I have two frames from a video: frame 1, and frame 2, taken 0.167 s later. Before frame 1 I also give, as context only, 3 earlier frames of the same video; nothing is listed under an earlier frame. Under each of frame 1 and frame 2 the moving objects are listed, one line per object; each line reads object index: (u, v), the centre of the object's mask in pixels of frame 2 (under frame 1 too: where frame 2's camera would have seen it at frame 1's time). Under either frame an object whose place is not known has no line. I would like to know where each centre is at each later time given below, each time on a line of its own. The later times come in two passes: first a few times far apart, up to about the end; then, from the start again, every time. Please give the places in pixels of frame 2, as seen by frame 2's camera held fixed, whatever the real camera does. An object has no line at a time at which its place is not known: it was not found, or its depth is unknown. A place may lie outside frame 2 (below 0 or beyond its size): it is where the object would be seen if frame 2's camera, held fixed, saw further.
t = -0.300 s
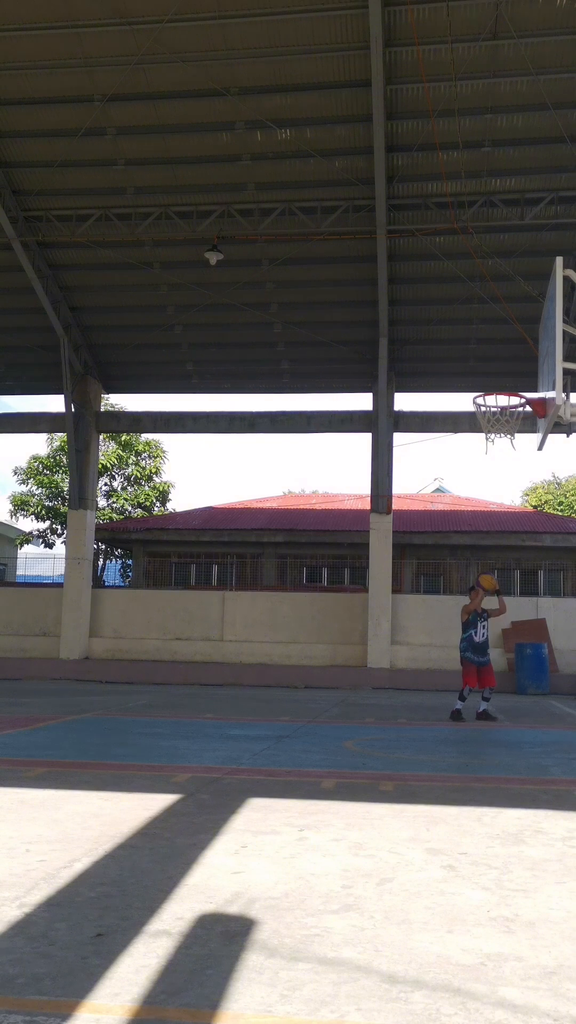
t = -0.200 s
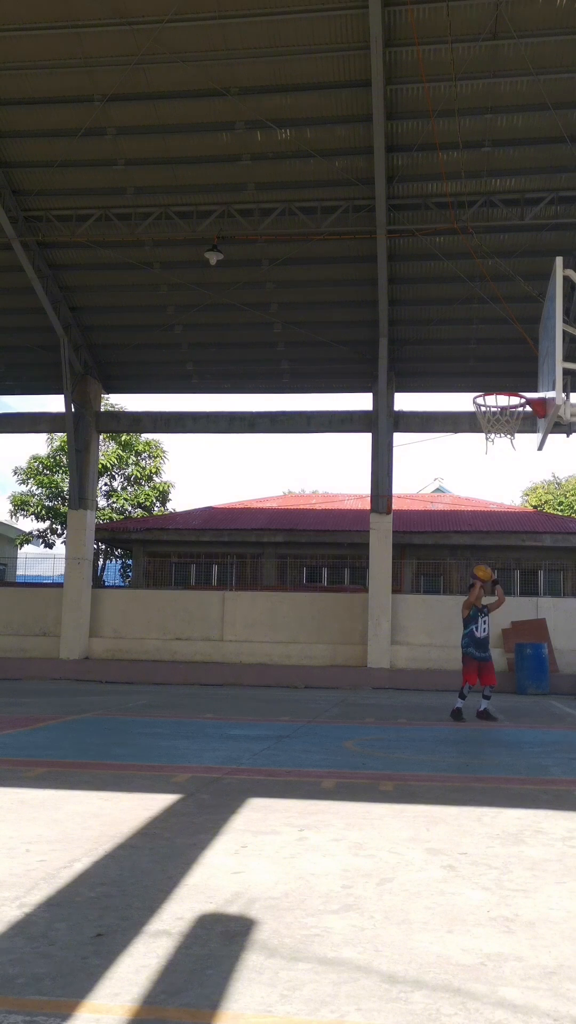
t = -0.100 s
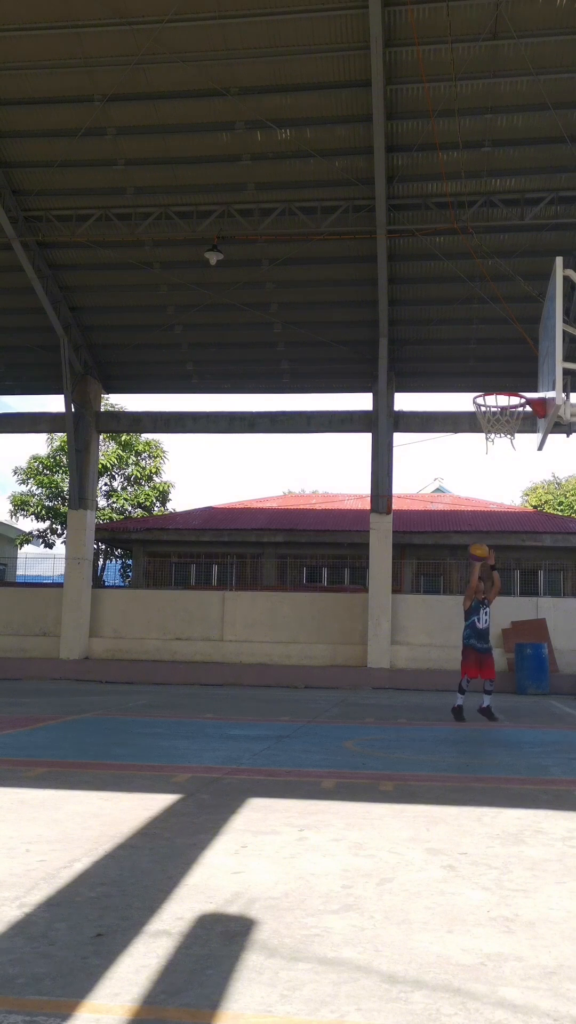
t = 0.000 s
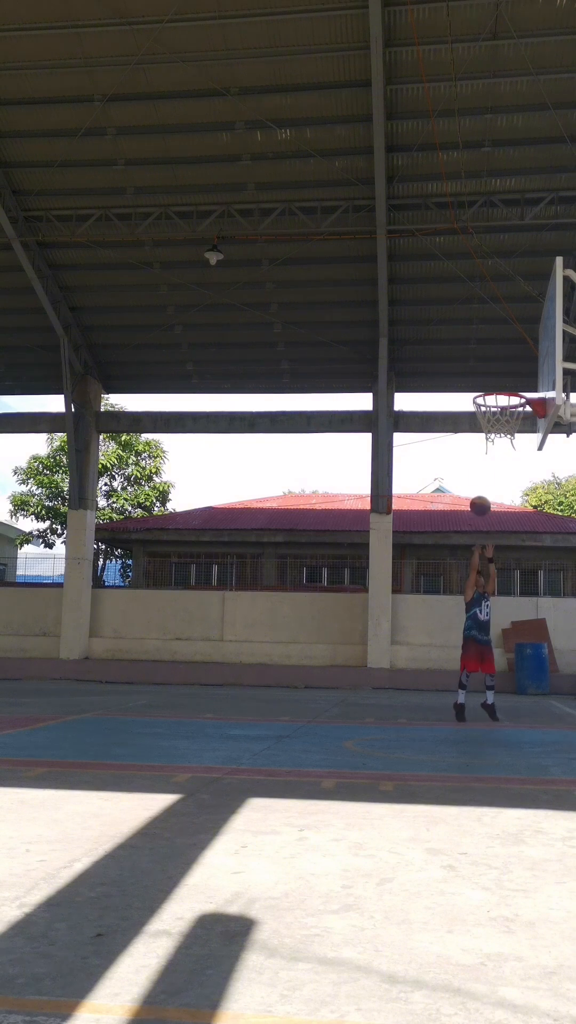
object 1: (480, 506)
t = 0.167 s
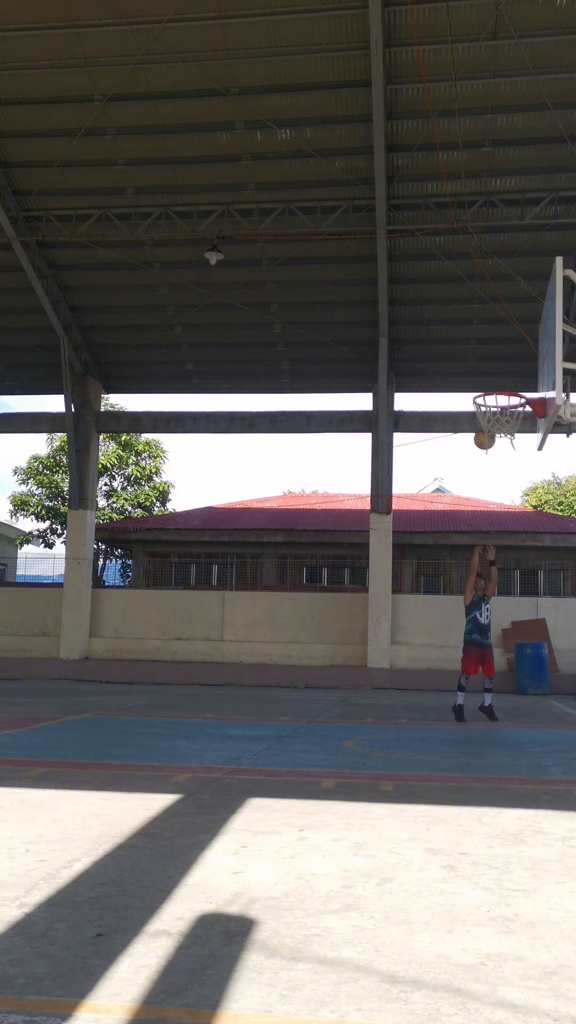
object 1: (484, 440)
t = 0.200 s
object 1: (482, 432)
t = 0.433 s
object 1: (491, 376)
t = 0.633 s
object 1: (497, 367)
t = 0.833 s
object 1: (501, 404)
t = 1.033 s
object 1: (495, 473)
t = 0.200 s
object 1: (482, 432)
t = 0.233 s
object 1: (488, 414)
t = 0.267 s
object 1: (488, 407)
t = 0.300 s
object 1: (488, 400)
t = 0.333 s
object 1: (489, 392)
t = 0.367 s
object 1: (490, 385)
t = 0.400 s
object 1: (490, 381)
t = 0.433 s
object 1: (491, 376)
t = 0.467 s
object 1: (492, 372)
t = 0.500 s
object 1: (493, 369)
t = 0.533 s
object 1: (494, 368)
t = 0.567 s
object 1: (495, 367)
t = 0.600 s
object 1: (496, 366)
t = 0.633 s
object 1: (497, 367)
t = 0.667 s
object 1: (498, 370)
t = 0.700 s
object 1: (499, 374)
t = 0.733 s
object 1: (500, 378)
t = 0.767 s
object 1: (500, 383)
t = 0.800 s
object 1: (502, 391)
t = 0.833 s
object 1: (501, 404)
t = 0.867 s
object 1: (503, 411)
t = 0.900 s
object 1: (500, 423)
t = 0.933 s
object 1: (499, 437)
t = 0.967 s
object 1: (498, 446)
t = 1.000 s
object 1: (496, 459)
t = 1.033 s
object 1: (495, 473)
